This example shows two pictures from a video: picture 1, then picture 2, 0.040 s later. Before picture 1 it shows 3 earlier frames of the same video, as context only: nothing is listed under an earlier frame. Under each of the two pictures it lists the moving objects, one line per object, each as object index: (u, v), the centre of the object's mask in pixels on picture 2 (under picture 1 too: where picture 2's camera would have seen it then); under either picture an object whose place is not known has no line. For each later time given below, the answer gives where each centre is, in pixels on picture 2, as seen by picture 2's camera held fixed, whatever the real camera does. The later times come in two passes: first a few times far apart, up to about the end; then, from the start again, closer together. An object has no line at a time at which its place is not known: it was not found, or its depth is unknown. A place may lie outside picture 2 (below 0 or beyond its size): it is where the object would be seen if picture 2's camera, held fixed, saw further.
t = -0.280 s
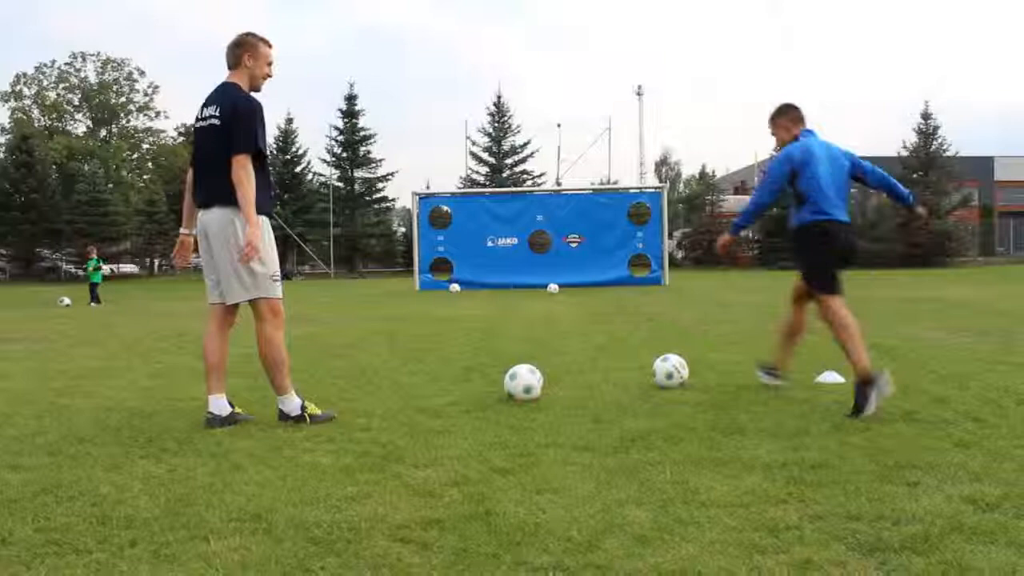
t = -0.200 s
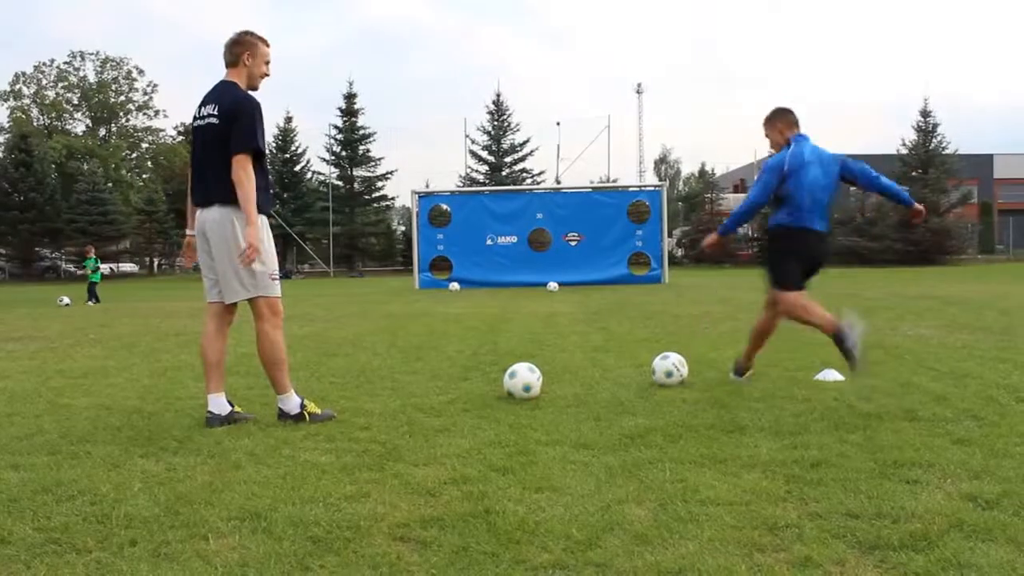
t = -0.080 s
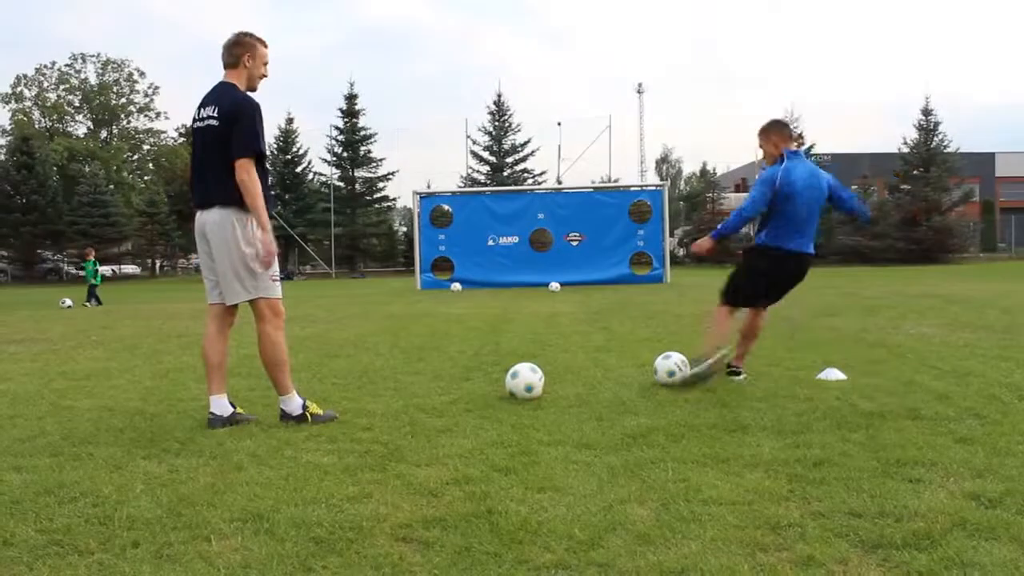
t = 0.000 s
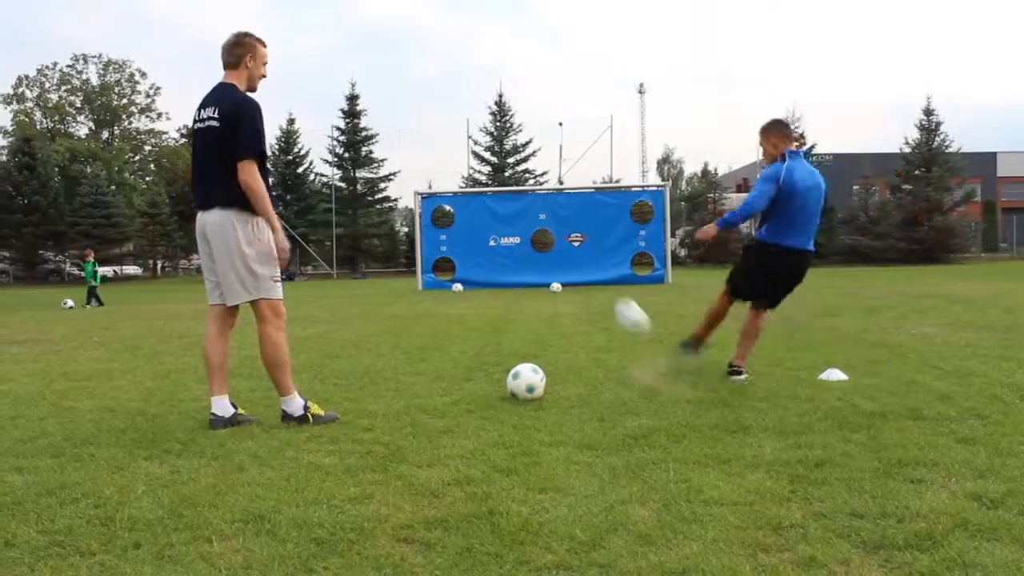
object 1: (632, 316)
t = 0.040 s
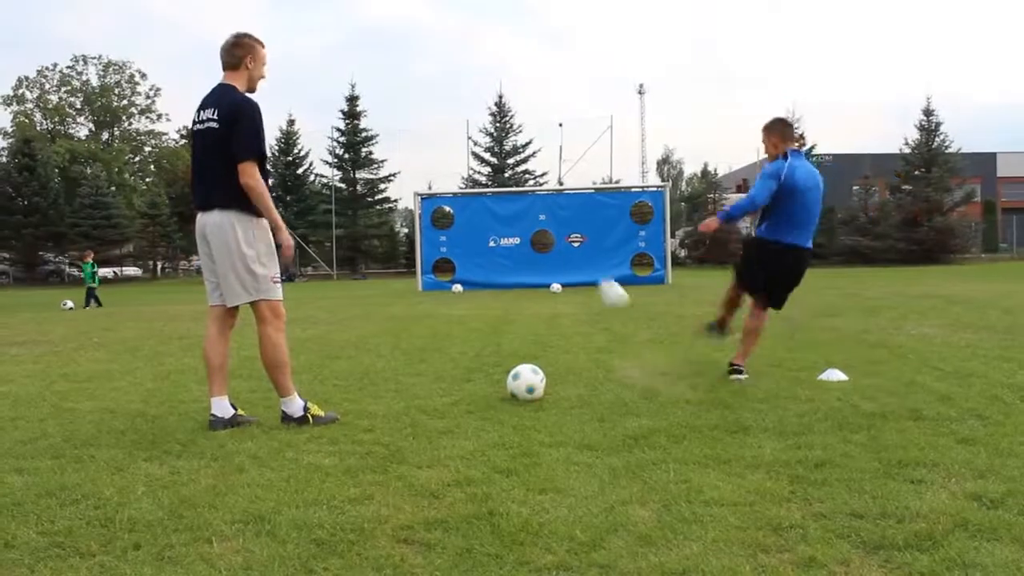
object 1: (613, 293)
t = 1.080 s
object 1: (539, 281)
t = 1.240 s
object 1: (540, 264)
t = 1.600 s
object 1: (544, 272)
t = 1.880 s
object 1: (549, 274)
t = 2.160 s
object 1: (553, 274)
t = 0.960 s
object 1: (539, 266)
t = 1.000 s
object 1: (539, 274)
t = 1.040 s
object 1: (539, 282)
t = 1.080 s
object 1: (539, 281)
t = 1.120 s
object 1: (539, 275)
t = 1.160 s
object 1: (540, 271)
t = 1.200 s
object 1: (540, 267)
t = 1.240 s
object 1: (540, 264)
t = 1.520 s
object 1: (543, 265)
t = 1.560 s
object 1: (544, 268)
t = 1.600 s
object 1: (544, 272)
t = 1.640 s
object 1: (545, 277)
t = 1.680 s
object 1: (545, 283)
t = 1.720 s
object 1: (546, 284)
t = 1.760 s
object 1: (546, 281)
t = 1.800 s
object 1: (547, 278)
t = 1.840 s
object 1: (548, 276)
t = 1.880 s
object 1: (549, 274)
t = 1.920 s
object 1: (549, 273)
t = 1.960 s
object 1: (550, 273)
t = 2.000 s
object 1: (551, 274)
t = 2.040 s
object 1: (552, 275)
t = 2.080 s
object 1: (553, 277)
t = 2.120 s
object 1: (553, 276)
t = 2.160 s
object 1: (553, 274)
